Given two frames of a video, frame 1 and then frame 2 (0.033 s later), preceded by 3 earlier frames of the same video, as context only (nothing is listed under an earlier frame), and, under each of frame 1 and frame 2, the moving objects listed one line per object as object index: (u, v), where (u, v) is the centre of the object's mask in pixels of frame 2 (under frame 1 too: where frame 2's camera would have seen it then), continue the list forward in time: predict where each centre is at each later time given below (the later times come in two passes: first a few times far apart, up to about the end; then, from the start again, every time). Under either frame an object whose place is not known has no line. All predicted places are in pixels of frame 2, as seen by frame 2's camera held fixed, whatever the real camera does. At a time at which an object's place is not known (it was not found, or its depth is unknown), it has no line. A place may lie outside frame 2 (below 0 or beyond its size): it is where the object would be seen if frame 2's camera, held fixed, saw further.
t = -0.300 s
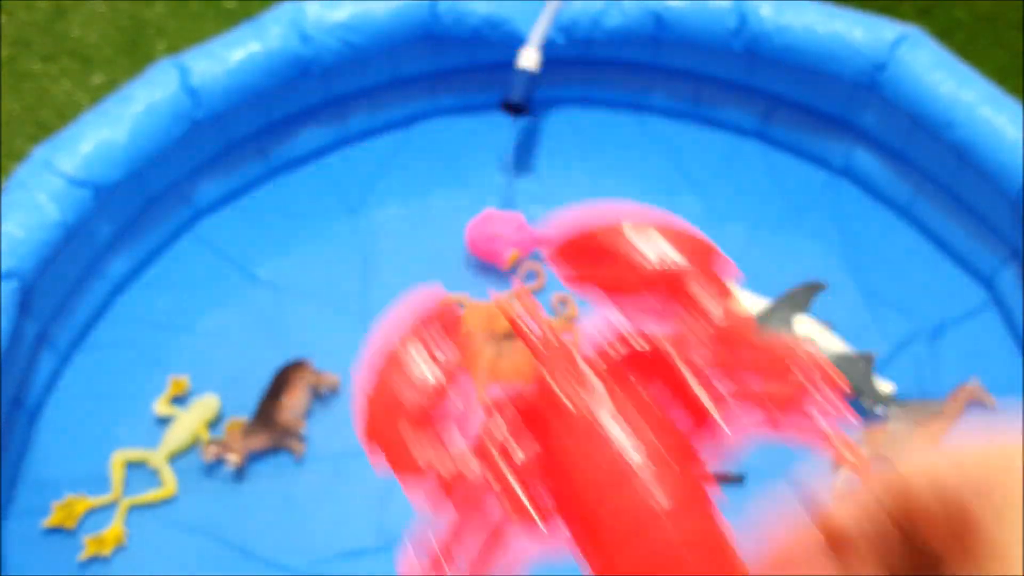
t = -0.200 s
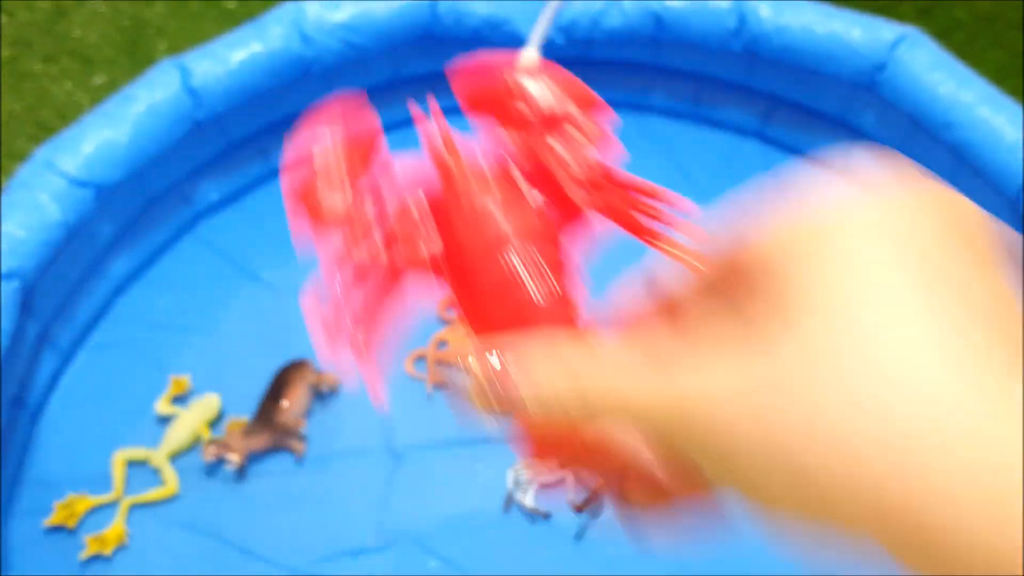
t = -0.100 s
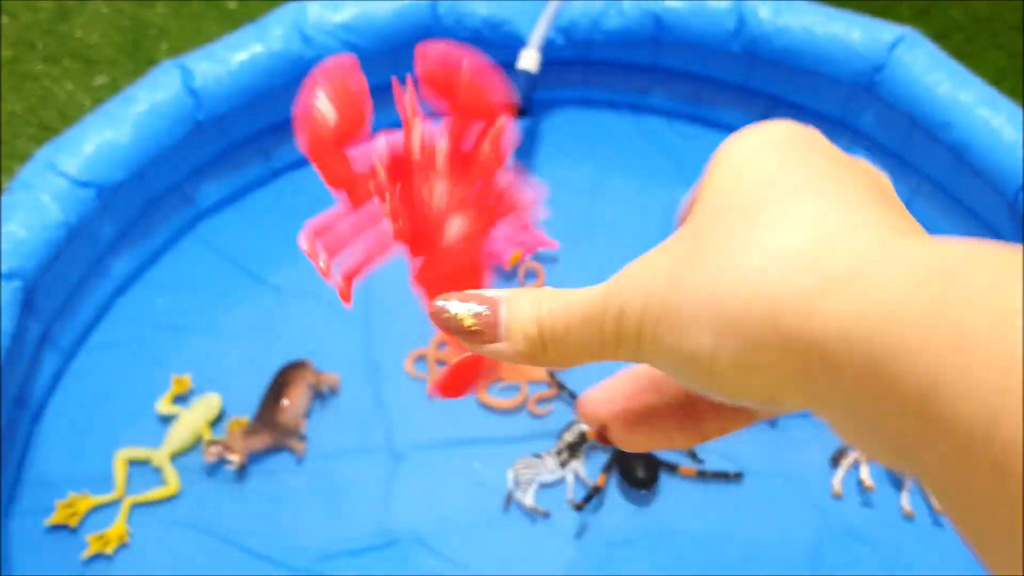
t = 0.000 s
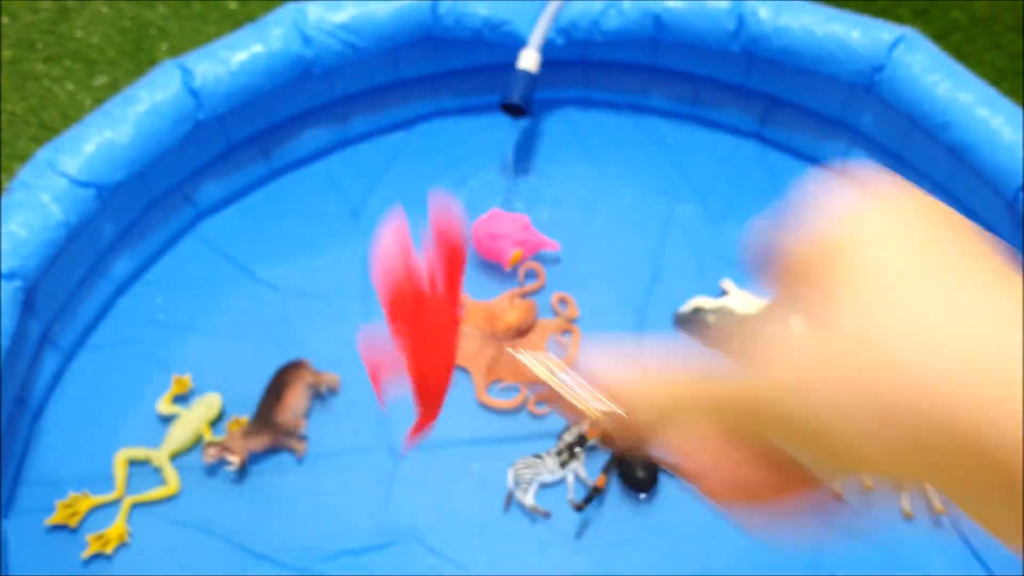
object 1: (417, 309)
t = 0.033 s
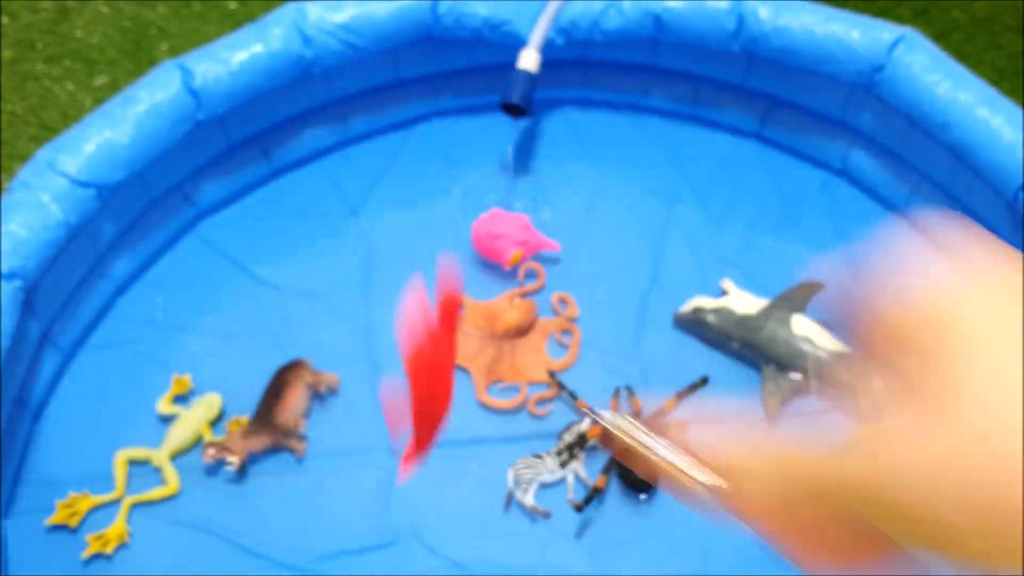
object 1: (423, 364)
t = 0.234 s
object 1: (421, 532)
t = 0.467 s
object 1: (419, 516)
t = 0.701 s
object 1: (393, 515)
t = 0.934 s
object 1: (376, 510)
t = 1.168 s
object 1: (362, 505)
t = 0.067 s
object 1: (431, 417)
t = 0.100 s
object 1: (435, 465)
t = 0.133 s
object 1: (439, 509)
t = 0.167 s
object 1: (441, 529)
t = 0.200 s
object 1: (427, 532)
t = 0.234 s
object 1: (421, 532)
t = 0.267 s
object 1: (420, 532)
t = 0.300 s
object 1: (423, 528)
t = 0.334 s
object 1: (426, 523)
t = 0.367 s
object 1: (425, 519)
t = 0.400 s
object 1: (423, 515)
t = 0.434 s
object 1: (421, 514)
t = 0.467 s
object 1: (419, 516)
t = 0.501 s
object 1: (416, 517)
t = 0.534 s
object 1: (410, 519)
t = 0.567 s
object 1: (404, 520)
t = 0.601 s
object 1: (400, 519)
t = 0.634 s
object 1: (396, 518)
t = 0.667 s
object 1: (394, 517)
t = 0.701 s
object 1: (393, 515)
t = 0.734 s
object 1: (391, 514)
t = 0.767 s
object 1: (389, 512)
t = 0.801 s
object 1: (387, 511)
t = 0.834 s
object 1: (384, 510)
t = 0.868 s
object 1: (381, 510)
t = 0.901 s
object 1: (379, 510)
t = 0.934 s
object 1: (376, 510)
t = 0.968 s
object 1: (375, 509)
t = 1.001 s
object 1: (372, 508)
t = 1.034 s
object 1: (371, 507)
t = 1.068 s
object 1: (368, 506)
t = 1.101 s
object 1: (366, 506)
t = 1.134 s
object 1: (364, 505)
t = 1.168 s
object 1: (362, 505)
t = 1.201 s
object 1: (361, 505)
